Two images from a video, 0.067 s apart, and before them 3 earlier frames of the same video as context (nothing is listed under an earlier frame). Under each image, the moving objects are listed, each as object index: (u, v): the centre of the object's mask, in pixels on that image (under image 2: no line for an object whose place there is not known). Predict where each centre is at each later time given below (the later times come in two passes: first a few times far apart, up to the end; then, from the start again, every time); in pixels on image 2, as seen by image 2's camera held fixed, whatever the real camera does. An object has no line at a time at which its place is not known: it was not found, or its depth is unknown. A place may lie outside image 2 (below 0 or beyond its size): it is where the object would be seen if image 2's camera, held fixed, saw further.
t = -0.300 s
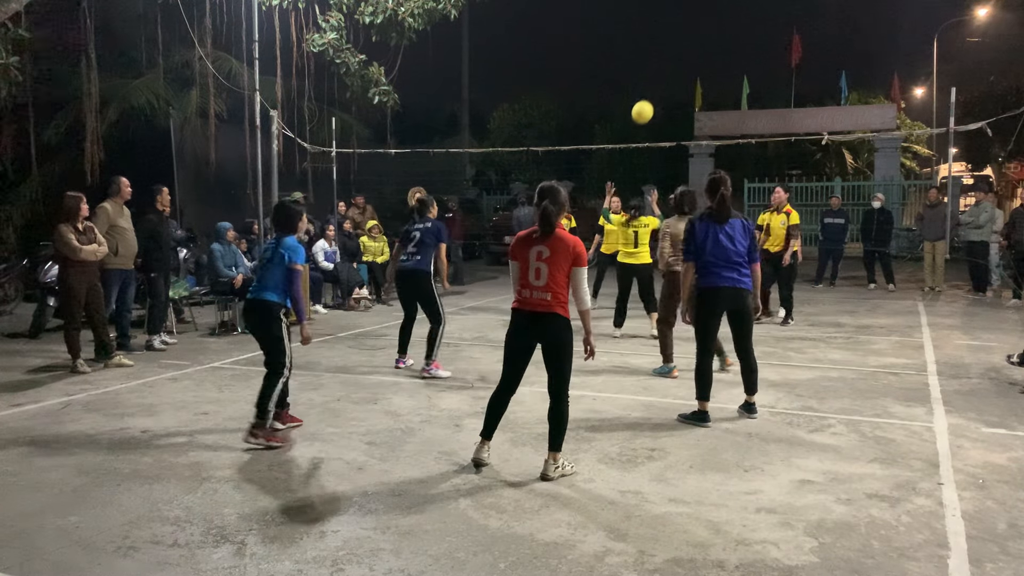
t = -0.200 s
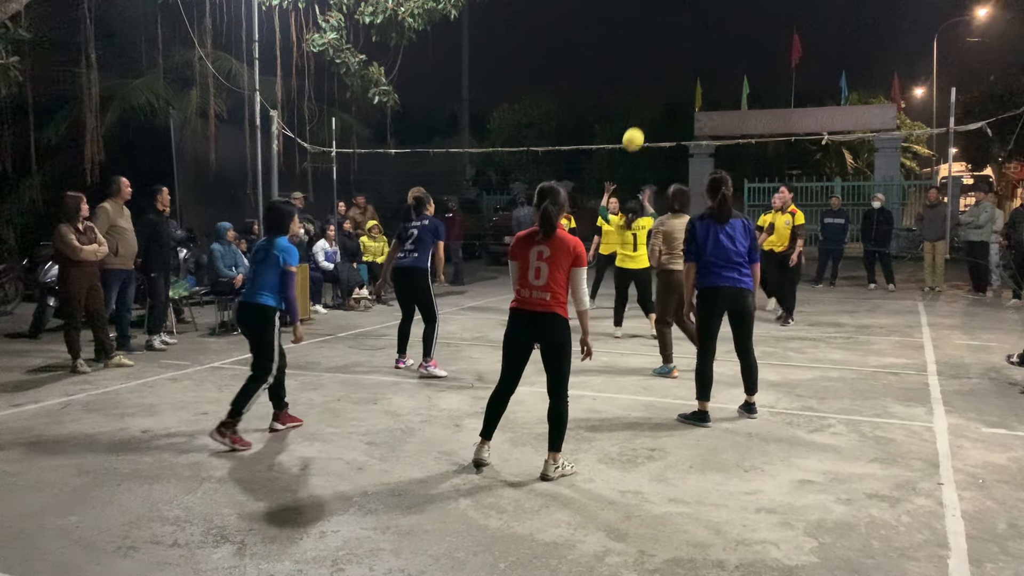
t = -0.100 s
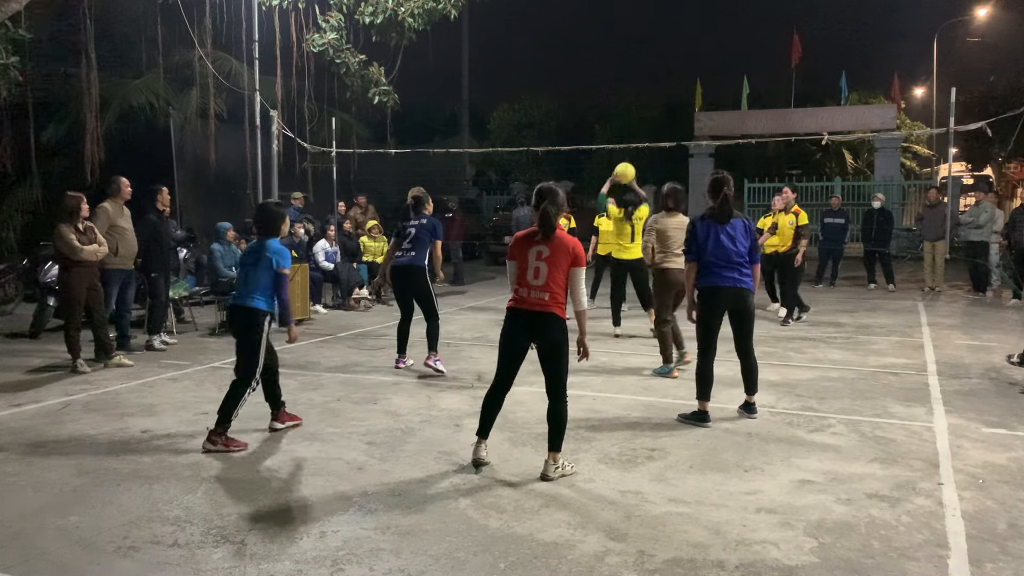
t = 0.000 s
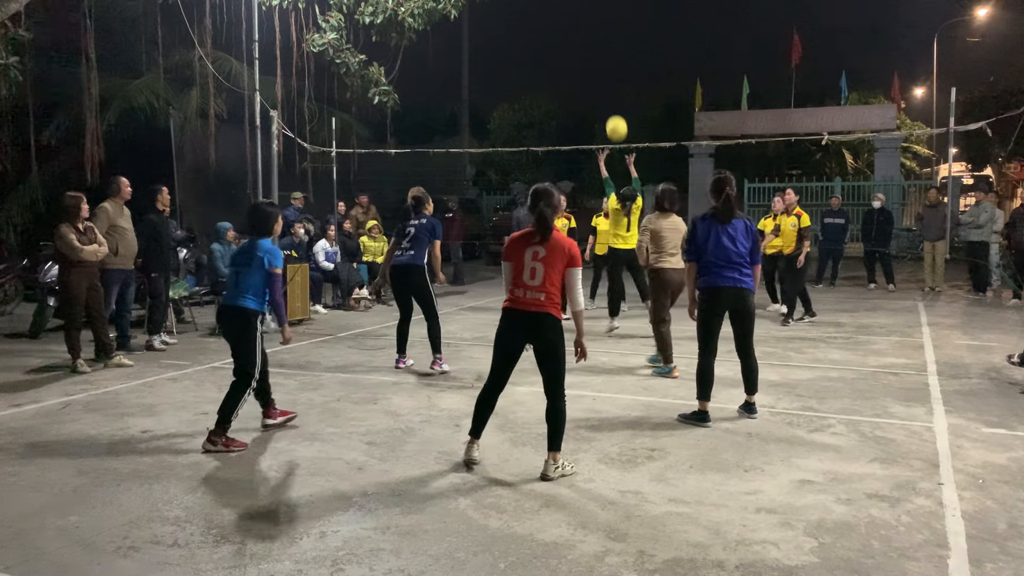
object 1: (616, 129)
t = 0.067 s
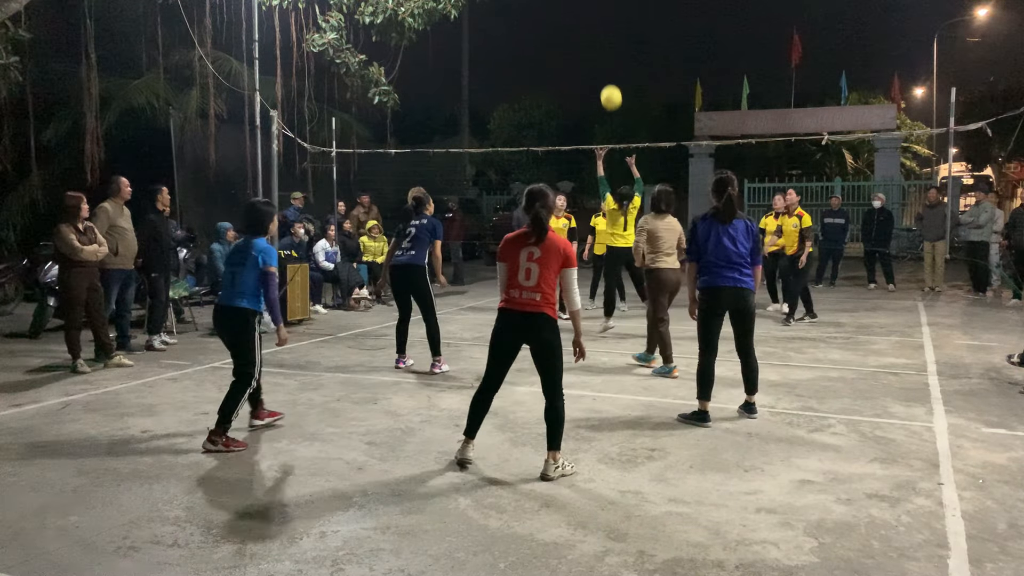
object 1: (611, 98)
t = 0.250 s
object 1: (597, 36)
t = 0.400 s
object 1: (585, 11)
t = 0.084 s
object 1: (609, 91)
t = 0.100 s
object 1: (608, 84)
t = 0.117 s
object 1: (607, 78)
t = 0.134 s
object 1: (606, 72)
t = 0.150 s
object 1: (604, 65)
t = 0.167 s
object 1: (603, 60)
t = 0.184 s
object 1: (602, 55)
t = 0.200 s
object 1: (600, 50)
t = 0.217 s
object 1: (599, 45)
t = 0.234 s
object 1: (598, 41)
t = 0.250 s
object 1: (597, 36)
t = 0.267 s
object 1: (595, 33)
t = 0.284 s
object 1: (594, 29)
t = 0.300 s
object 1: (593, 25)
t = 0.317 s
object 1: (591, 22)
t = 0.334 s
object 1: (590, 19)
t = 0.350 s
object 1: (589, 17)
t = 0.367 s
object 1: (588, 15)
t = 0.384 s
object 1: (586, 13)
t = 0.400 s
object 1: (585, 11)
